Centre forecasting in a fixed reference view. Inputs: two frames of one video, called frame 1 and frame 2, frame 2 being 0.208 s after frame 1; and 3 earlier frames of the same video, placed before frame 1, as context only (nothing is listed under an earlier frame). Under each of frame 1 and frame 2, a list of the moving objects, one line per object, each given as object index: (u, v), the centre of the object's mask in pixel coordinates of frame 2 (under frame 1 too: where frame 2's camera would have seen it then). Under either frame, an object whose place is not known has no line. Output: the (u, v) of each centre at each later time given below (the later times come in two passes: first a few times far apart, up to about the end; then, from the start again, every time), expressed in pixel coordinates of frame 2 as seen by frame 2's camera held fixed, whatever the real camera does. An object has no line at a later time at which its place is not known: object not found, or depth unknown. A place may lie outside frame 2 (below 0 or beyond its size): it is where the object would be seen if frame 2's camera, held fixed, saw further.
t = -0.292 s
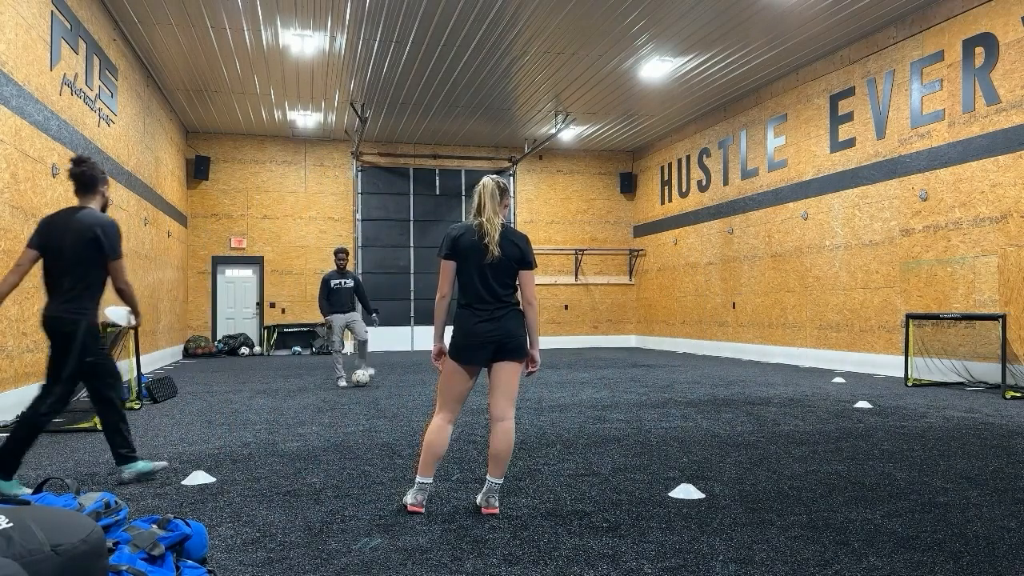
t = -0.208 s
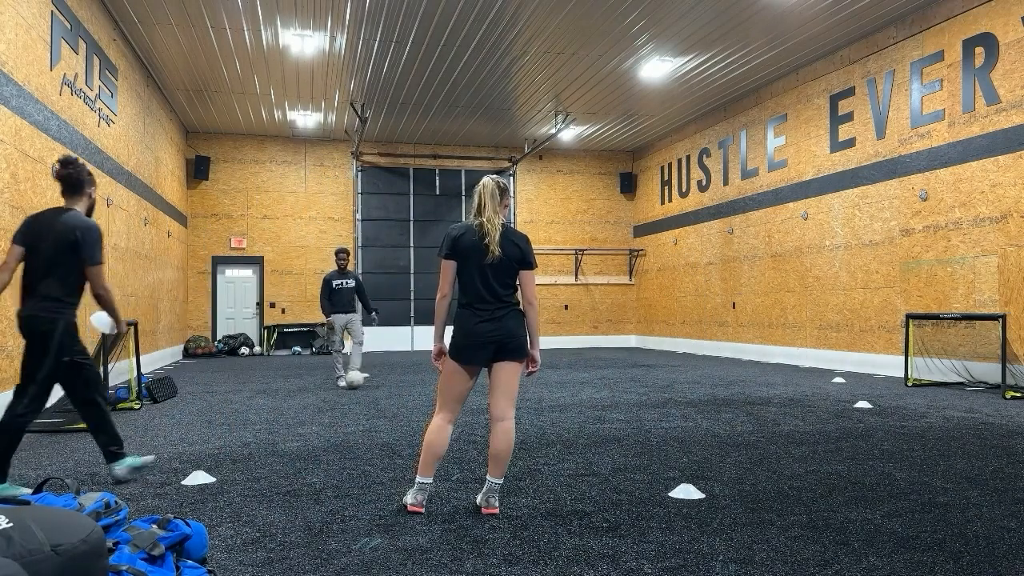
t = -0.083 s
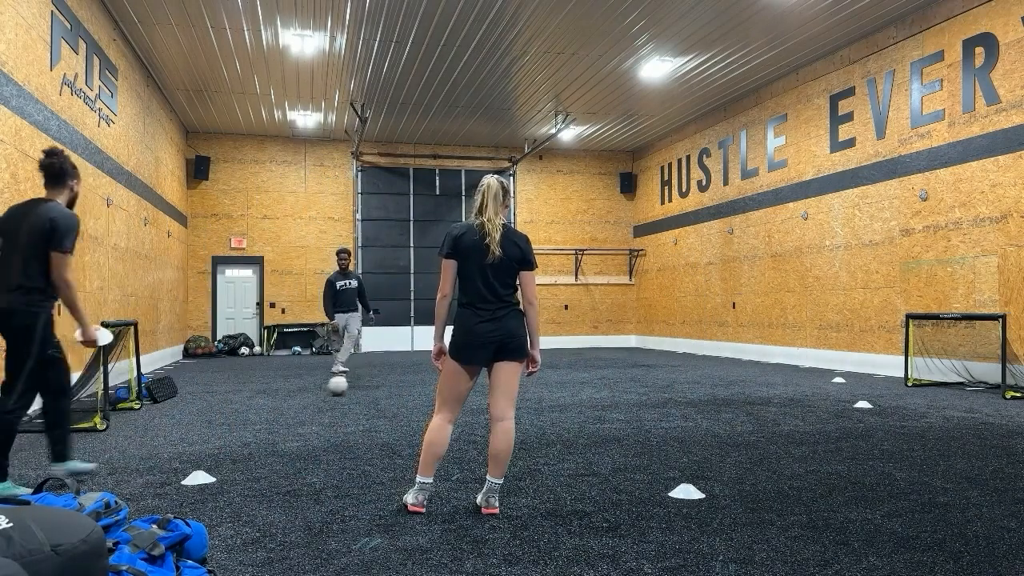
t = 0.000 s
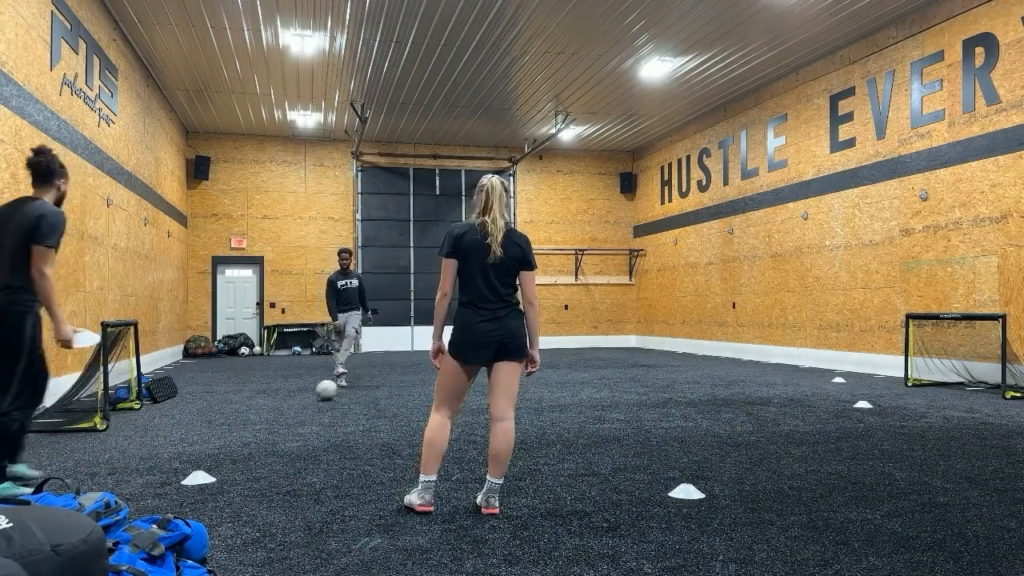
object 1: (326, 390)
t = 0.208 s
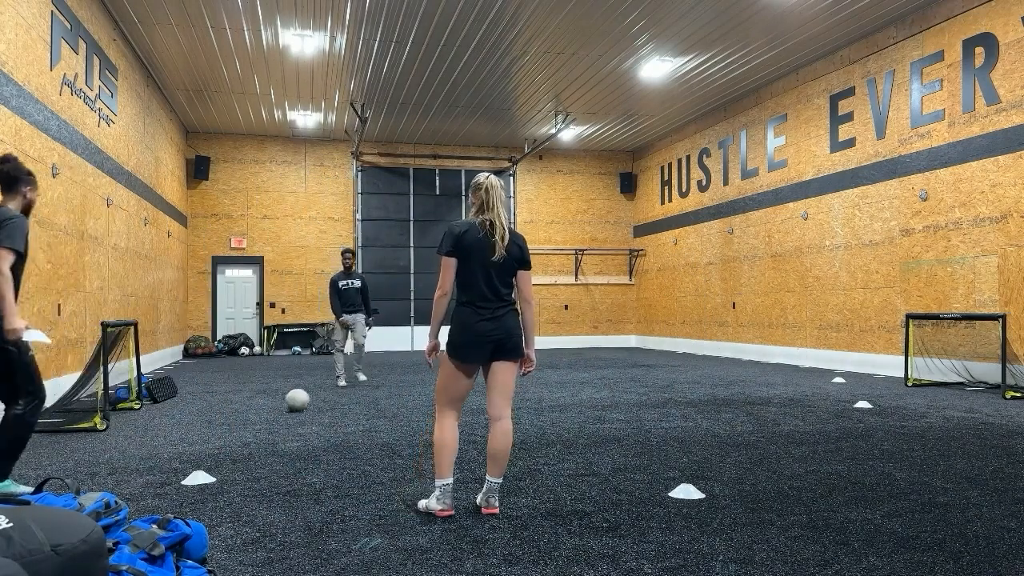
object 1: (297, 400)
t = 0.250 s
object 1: (291, 402)
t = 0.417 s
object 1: (264, 411)
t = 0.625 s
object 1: (222, 424)
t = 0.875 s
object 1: (158, 446)
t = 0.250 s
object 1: (291, 402)
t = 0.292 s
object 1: (285, 404)
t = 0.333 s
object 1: (278, 406)
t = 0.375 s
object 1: (271, 408)
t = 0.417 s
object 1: (264, 411)
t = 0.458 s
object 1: (256, 413)
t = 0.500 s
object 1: (248, 415)
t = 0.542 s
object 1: (240, 418)
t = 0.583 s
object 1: (232, 421)
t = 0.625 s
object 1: (222, 424)
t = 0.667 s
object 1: (213, 427)
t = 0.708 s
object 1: (203, 431)
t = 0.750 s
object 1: (193, 434)
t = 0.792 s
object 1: (182, 438)
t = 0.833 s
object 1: (171, 441)
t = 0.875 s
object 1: (158, 446)
